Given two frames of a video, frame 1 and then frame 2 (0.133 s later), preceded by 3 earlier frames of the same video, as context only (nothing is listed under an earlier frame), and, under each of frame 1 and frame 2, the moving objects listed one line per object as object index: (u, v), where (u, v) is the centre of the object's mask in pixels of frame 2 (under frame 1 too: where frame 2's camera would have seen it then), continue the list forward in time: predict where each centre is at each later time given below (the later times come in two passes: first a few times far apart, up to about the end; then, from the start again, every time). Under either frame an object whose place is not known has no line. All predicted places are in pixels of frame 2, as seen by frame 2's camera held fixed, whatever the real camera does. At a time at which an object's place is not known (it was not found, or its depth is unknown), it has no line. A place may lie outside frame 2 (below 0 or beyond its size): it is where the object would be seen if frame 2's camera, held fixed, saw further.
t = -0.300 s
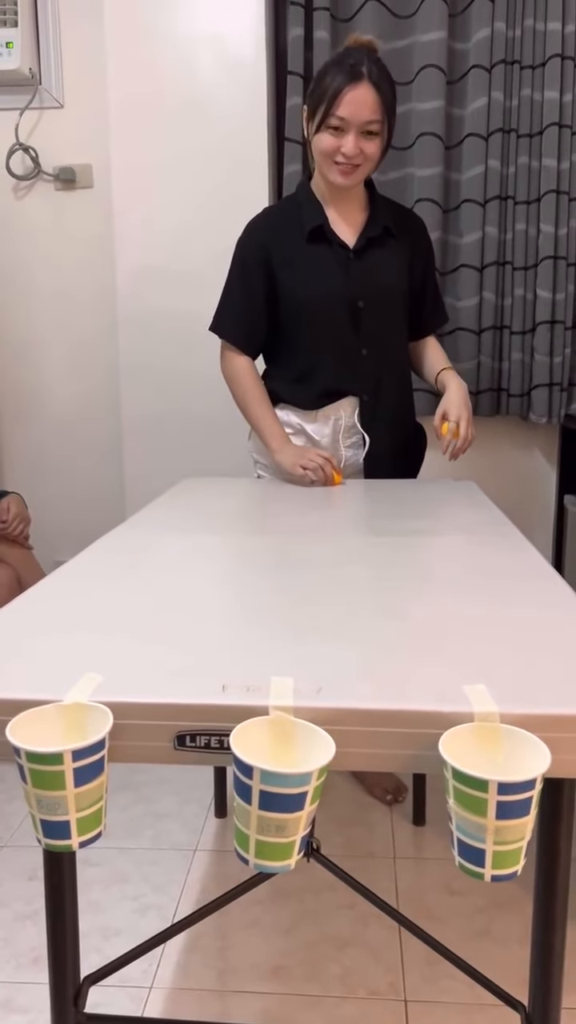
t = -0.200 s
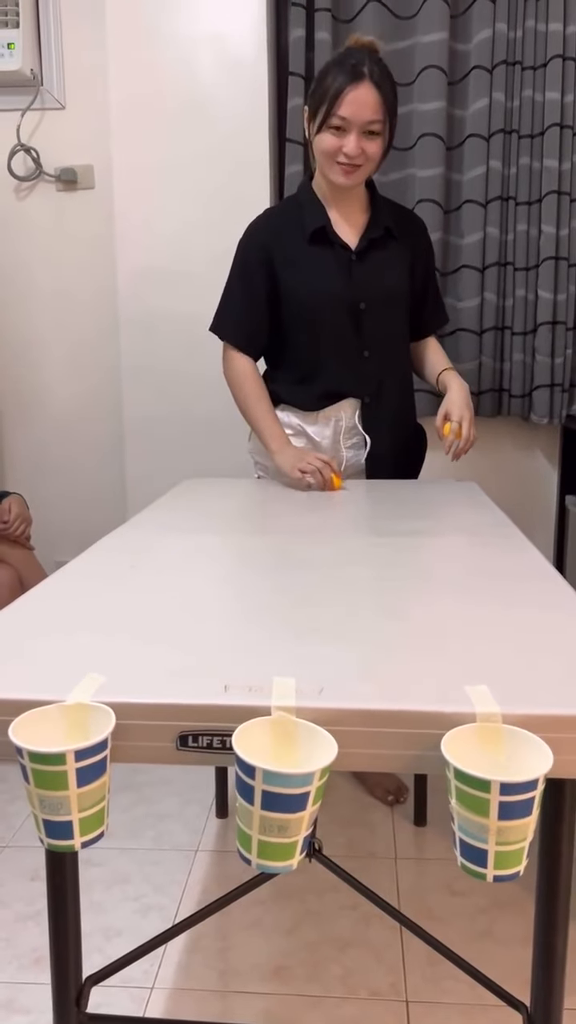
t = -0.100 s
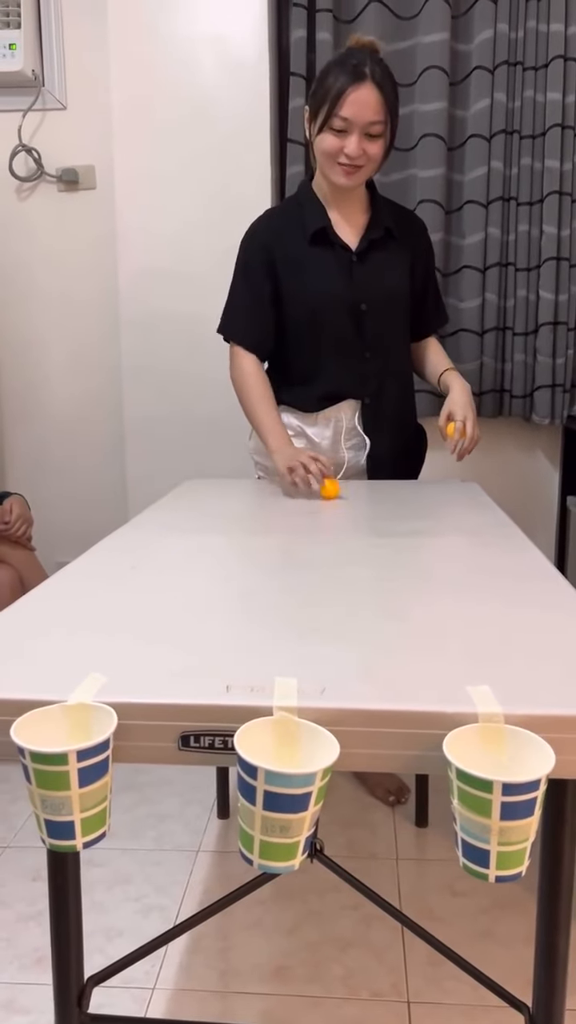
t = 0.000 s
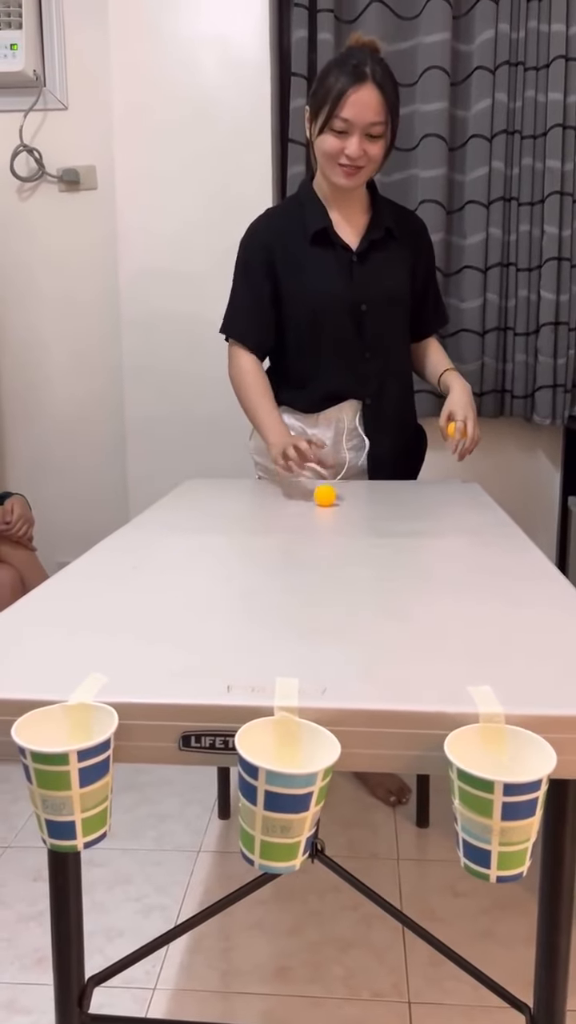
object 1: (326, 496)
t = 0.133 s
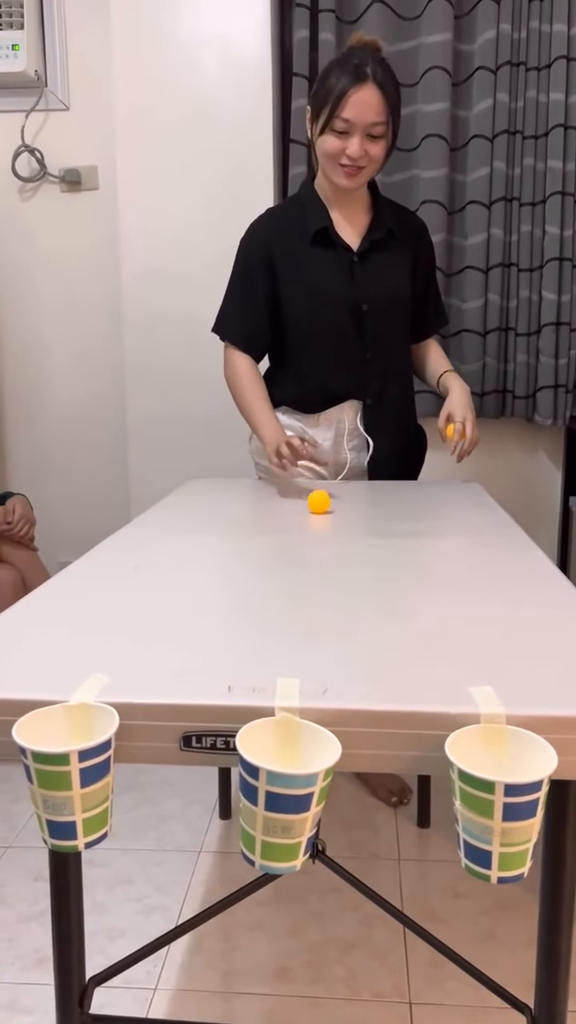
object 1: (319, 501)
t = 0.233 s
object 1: (310, 507)
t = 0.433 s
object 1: (292, 519)
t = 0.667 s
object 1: (267, 537)
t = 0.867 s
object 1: (241, 556)
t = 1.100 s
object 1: (209, 584)
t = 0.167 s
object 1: (315, 504)
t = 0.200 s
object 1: (311, 507)
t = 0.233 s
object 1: (310, 507)
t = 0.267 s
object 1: (308, 509)
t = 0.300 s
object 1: (303, 512)
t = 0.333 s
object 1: (302, 513)
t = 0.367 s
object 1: (298, 515)
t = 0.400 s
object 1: (293, 518)
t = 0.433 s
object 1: (292, 519)
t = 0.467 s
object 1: (289, 521)
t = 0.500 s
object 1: (284, 524)
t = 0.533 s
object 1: (282, 525)
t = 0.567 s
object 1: (278, 528)
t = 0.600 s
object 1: (272, 532)
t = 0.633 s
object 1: (269, 533)
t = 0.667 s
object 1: (267, 537)
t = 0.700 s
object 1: (260, 541)
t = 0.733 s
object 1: (259, 542)
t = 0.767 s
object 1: (254, 545)
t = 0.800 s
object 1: (247, 550)
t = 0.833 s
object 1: (245, 552)
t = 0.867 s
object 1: (241, 556)
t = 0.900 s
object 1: (235, 560)
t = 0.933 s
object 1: (233, 563)
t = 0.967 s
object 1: (229, 566)
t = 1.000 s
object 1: (221, 572)
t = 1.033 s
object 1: (219, 574)
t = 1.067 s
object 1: (215, 578)
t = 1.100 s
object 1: (209, 584)
